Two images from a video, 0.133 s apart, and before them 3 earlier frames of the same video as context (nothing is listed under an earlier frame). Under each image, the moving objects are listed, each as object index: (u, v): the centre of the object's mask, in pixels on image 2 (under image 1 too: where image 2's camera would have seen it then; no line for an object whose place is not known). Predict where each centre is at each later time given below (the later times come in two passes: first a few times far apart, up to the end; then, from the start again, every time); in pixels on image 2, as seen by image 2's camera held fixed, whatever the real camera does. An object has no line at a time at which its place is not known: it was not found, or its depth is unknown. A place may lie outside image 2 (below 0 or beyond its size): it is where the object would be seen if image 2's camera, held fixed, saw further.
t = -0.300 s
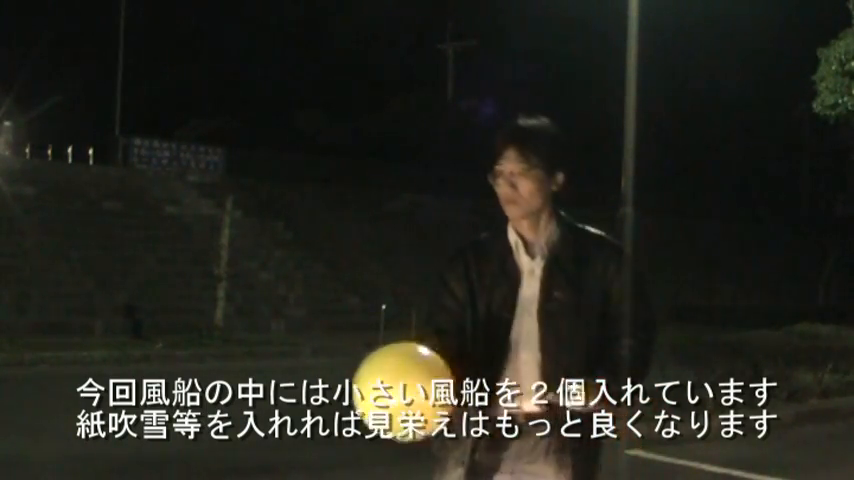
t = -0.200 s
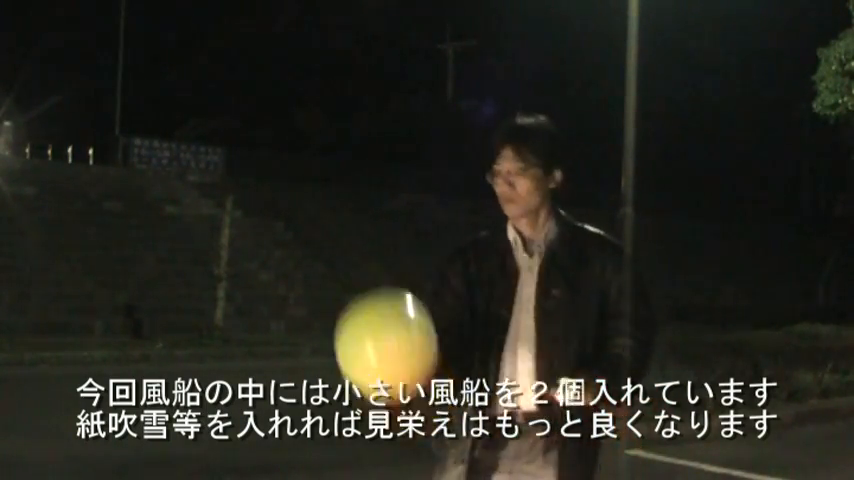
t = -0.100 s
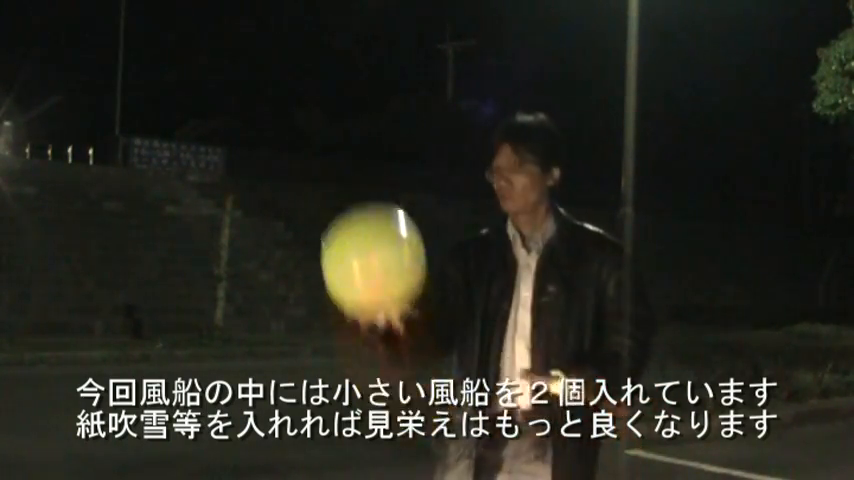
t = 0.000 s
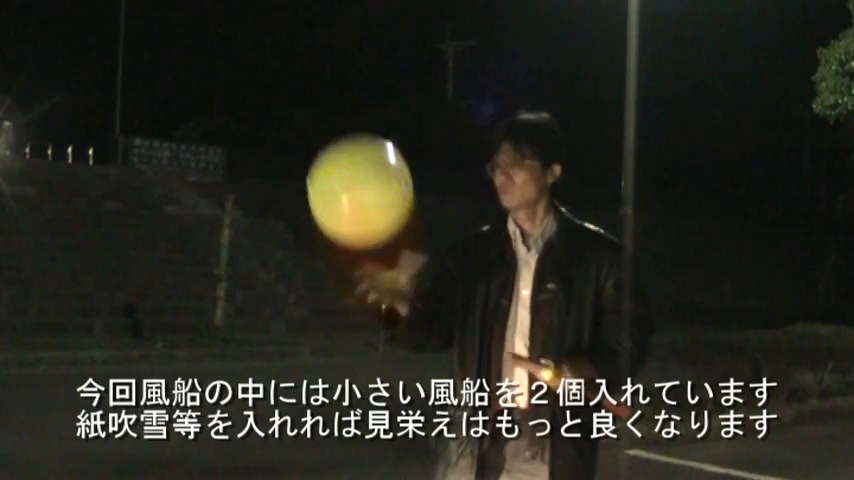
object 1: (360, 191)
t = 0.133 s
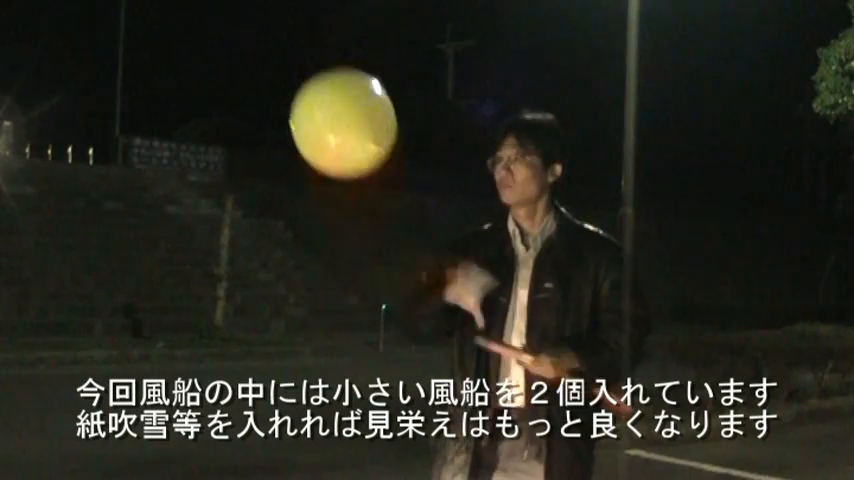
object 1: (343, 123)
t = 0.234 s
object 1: (331, 91)
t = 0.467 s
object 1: (296, 76)
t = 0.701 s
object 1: (252, 123)
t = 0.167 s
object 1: (339, 111)
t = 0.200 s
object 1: (335, 100)
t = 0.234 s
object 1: (331, 91)
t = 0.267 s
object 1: (326, 84)
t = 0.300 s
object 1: (322, 79)
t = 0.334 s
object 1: (317, 76)
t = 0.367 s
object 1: (312, 74)
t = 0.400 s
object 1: (307, 73)
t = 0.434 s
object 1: (301, 74)
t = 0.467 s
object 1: (296, 76)
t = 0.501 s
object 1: (290, 79)
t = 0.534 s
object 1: (284, 83)
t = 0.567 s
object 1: (278, 88)
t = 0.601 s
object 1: (272, 95)
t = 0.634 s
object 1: (265, 103)
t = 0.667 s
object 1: (259, 112)
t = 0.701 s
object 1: (252, 123)
